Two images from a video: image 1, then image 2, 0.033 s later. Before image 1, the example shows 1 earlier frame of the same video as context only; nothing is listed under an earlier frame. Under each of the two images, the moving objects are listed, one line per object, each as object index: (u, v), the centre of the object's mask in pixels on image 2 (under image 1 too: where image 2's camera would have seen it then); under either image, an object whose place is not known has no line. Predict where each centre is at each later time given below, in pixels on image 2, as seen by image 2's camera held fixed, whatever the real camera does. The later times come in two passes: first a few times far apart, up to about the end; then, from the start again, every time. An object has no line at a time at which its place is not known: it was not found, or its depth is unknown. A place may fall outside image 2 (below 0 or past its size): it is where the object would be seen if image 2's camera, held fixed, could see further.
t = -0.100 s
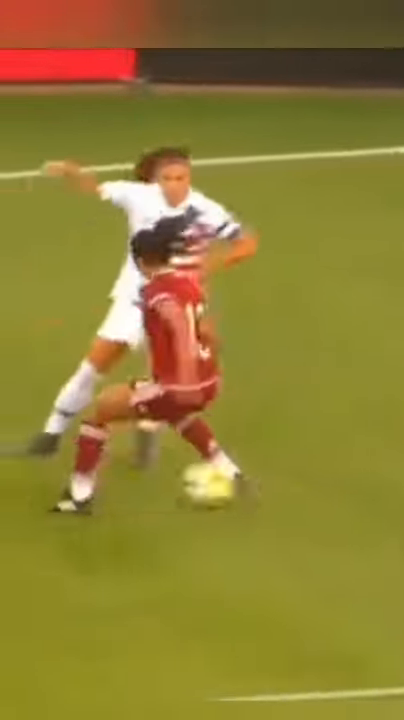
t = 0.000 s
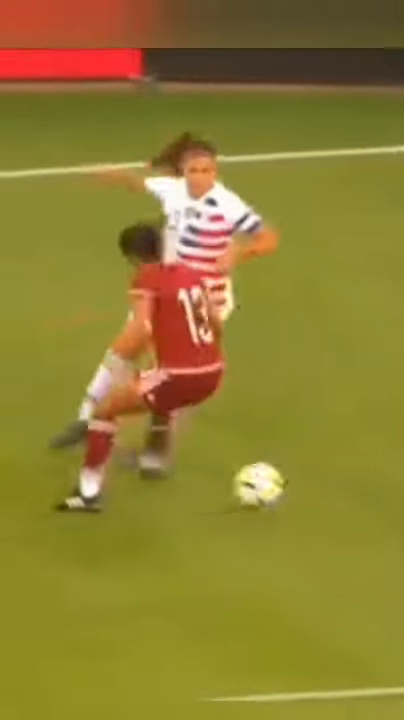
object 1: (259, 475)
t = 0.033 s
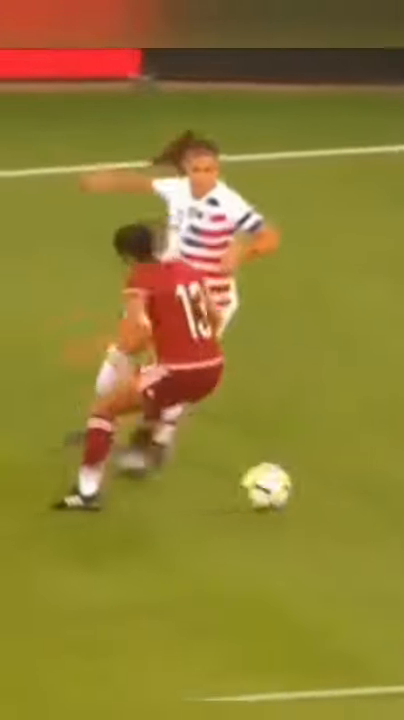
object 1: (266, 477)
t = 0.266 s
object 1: (327, 500)
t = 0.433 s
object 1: (350, 505)
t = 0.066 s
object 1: (282, 480)
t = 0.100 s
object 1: (289, 484)
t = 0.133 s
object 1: (297, 489)
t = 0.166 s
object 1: (308, 494)
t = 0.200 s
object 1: (312, 496)
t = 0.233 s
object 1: (320, 501)
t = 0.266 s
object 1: (327, 500)
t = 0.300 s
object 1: (328, 498)
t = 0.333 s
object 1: (340, 498)
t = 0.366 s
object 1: (339, 502)
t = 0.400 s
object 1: (334, 506)
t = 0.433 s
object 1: (350, 505)
